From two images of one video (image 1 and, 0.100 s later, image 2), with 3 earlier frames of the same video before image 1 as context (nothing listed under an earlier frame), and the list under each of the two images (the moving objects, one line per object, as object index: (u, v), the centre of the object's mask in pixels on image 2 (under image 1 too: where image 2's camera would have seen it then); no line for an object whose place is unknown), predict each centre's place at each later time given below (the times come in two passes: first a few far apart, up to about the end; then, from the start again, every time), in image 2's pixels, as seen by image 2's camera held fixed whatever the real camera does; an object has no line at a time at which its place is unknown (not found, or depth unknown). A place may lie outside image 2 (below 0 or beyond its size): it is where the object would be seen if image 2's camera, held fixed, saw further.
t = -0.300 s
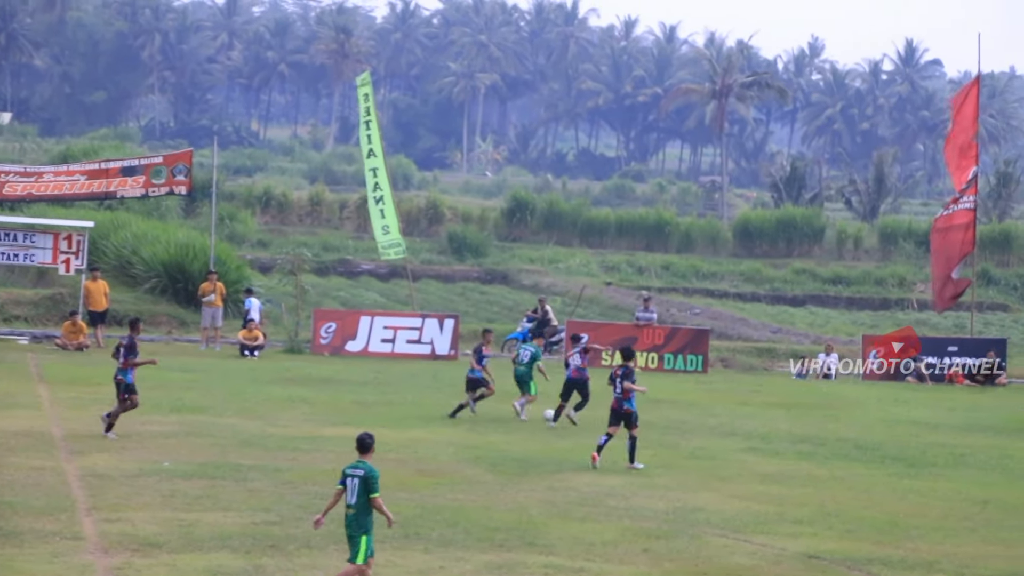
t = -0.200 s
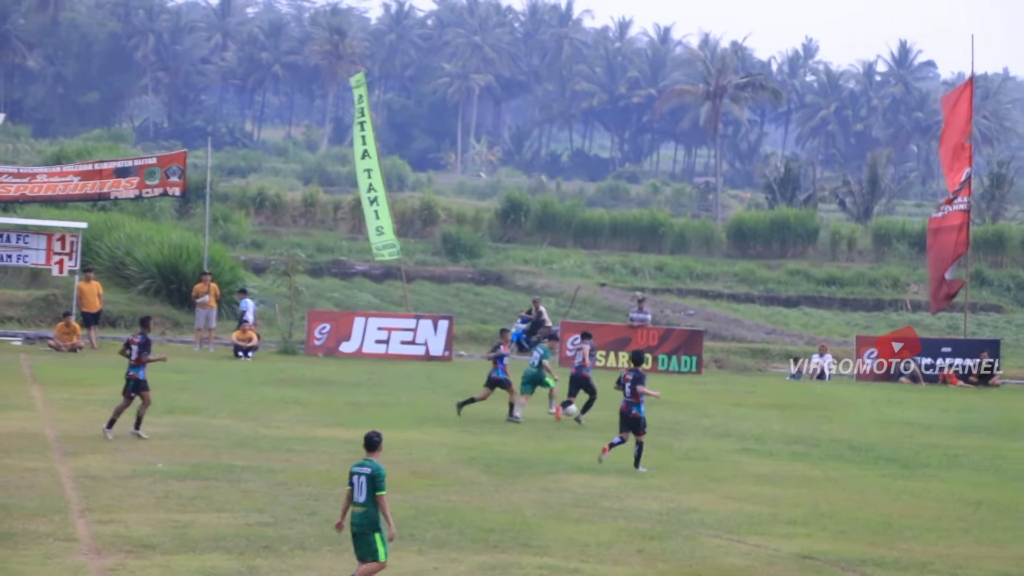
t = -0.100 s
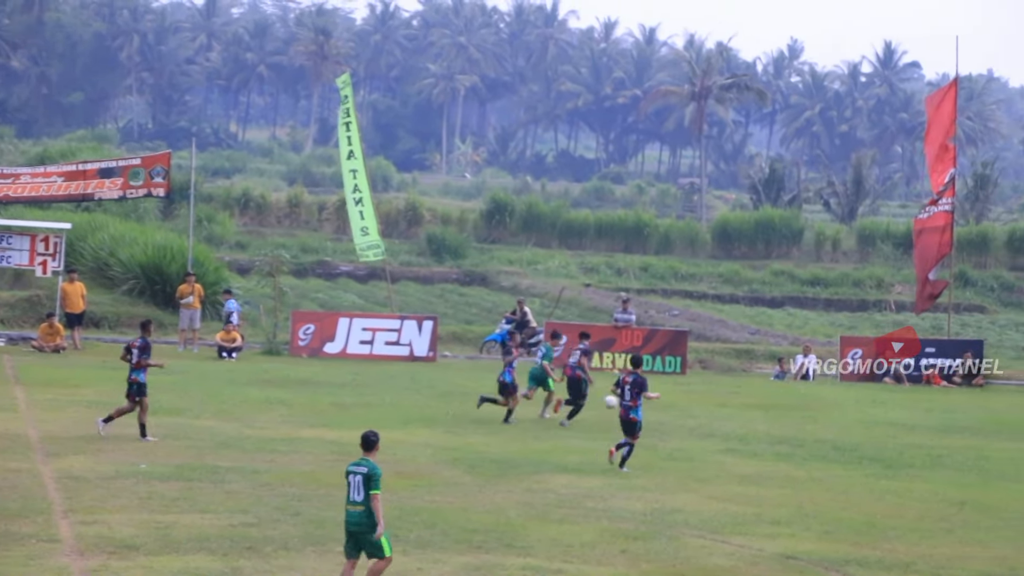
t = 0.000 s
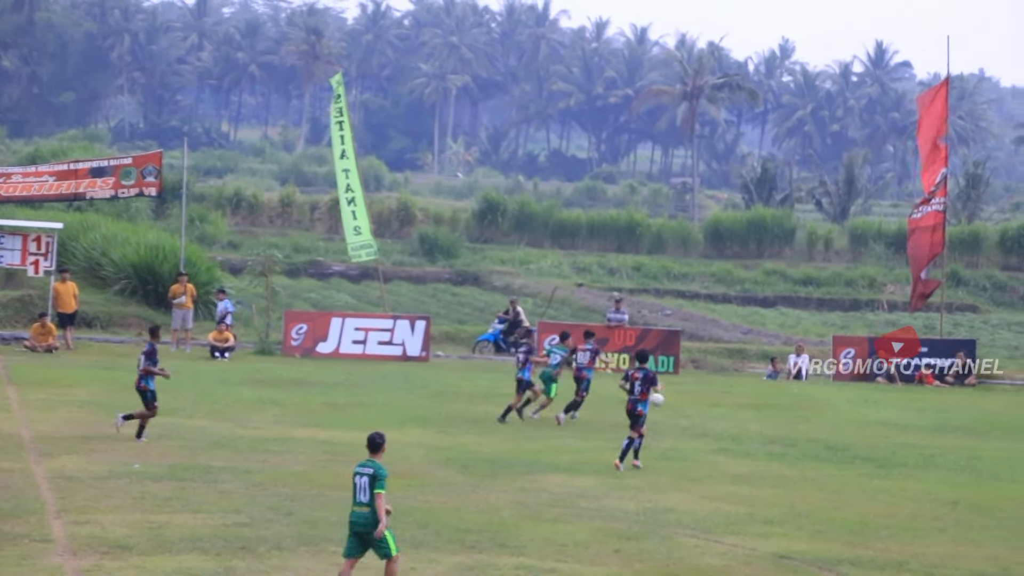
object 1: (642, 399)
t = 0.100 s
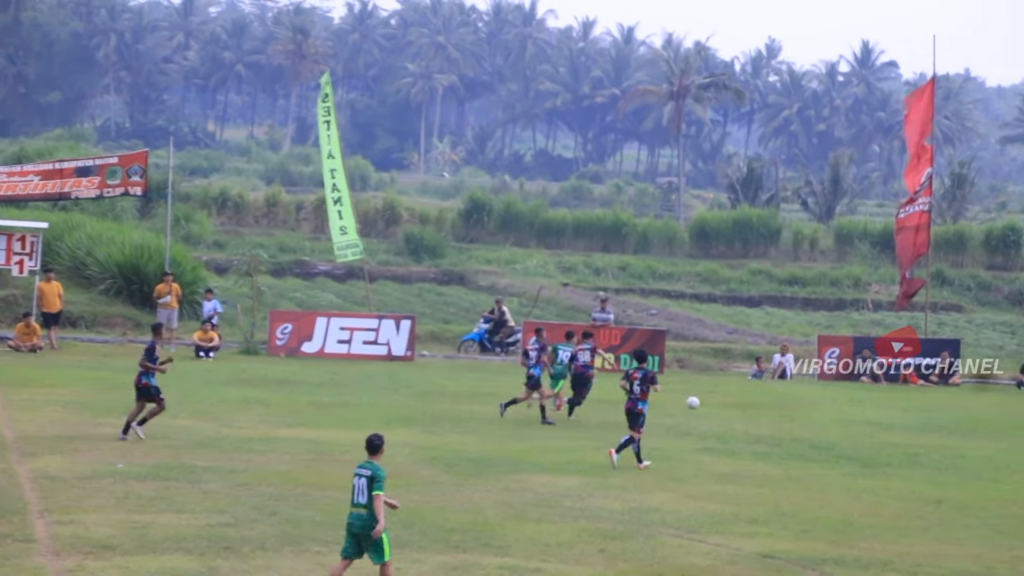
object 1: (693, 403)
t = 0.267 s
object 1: (771, 411)
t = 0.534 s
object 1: (868, 411)
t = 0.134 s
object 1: (710, 405)
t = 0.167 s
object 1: (726, 407)
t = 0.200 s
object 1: (743, 410)
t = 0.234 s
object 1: (757, 412)
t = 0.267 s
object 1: (771, 411)
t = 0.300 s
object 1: (783, 409)
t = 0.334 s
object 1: (796, 408)
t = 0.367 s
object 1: (809, 407)
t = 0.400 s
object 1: (821, 406)
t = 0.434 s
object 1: (832, 407)
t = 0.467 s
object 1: (845, 408)
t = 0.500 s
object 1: (857, 409)
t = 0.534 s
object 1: (868, 411)
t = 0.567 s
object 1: (880, 412)
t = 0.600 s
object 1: (889, 411)
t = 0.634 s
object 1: (898, 410)
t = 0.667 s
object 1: (907, 409)
